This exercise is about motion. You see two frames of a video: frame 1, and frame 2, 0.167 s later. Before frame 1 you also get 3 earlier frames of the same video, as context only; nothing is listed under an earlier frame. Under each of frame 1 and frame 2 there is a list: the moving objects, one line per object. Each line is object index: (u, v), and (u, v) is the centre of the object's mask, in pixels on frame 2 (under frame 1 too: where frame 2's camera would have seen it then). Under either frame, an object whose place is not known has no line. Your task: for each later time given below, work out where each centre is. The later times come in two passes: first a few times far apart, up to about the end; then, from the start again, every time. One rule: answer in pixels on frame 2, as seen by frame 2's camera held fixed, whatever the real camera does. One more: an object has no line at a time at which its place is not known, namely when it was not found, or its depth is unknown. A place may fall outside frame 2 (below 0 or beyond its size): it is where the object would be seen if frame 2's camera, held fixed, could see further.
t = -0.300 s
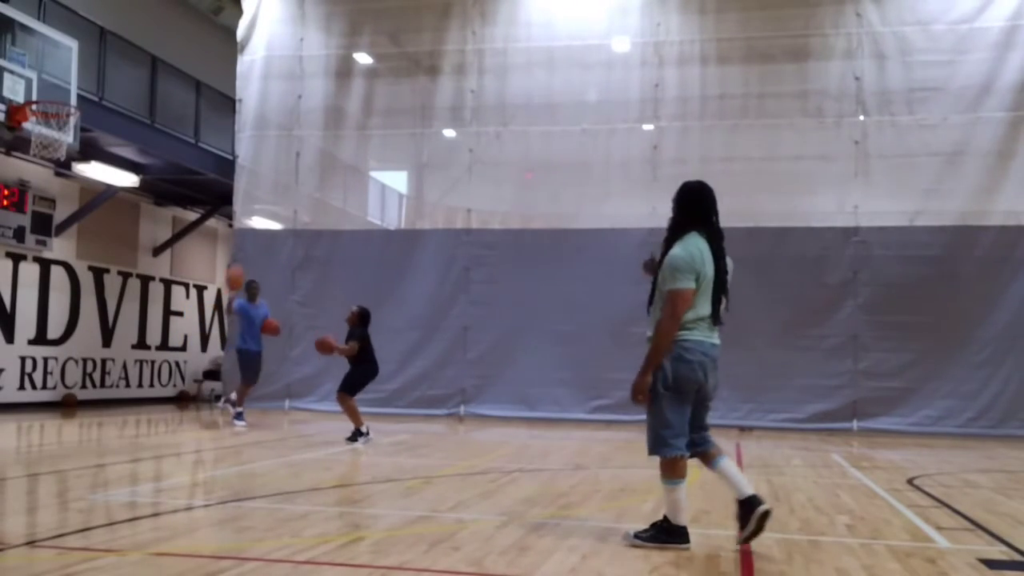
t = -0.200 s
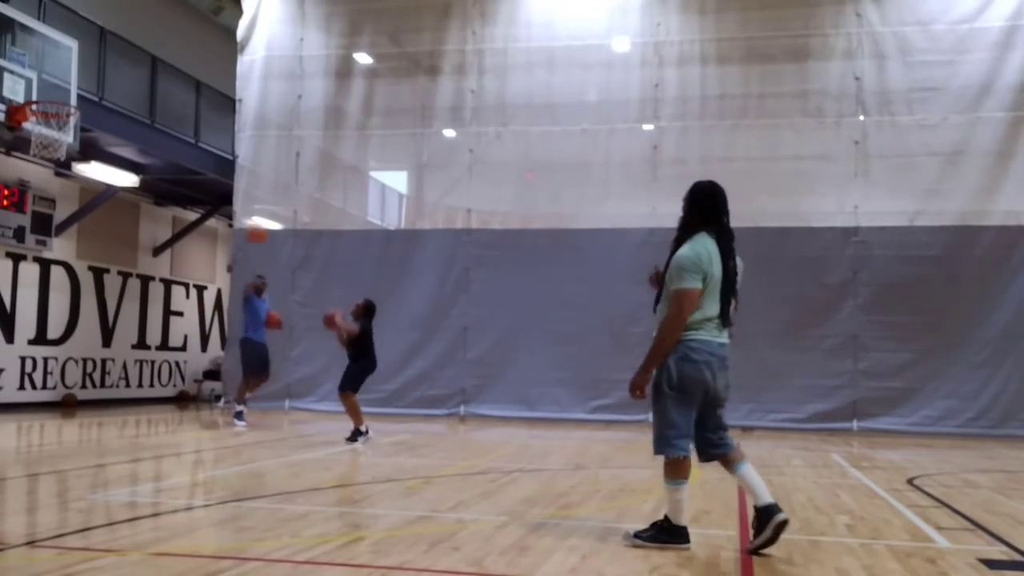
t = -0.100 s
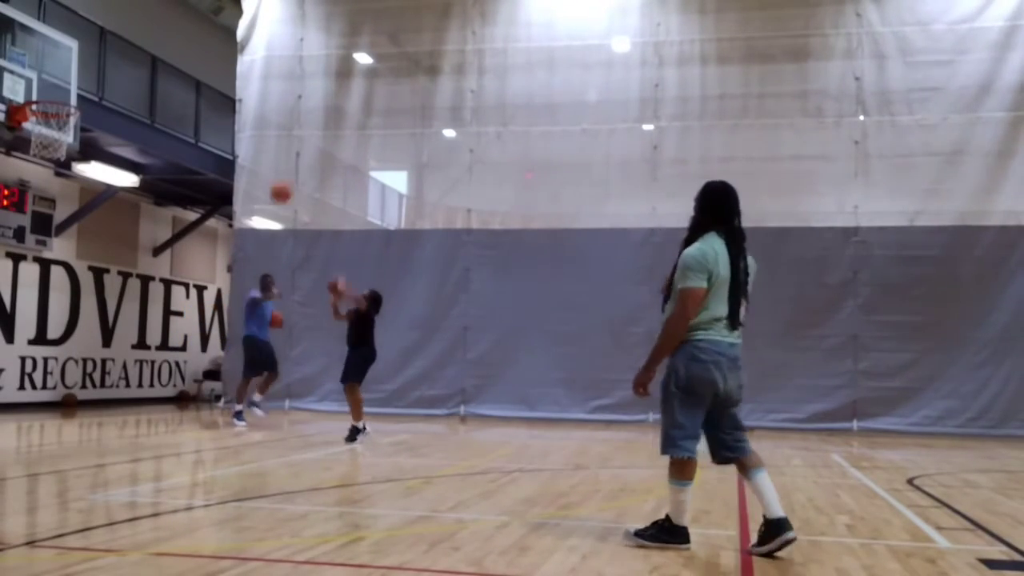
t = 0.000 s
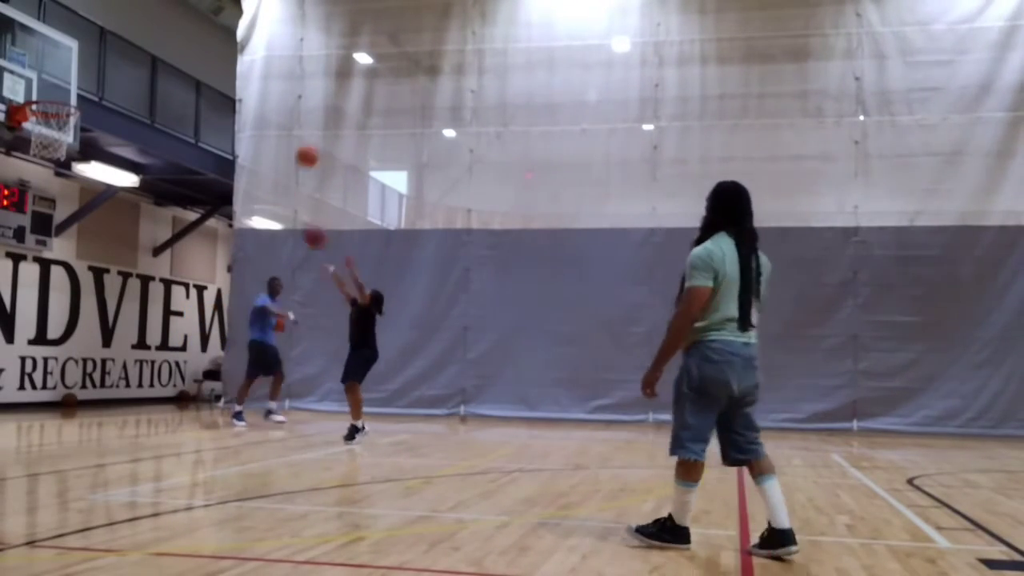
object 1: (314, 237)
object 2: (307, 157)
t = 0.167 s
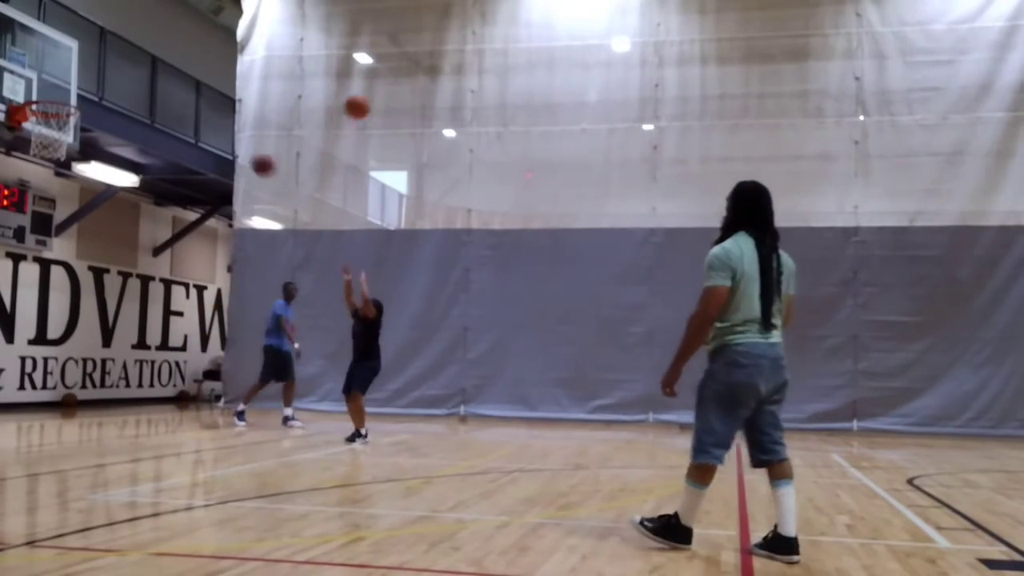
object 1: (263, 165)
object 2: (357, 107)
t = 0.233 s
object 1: (241, 144)
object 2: (378, 93)
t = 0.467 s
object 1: (166, 99)
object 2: (469, 69)
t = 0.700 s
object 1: (96, 103)
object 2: (598, 115)
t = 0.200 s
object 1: (252, 154)
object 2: (367, 100)
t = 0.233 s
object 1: (241, 144)
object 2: (378, 93)
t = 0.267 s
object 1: (230, 135)
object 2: (390, 87)
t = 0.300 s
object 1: (219, 126)
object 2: (402, 81)
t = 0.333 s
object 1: (210, 118)
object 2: (414, 77)
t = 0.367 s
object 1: (199, 112)
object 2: (427, 74)
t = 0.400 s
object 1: (188, 106)
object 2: (440, 71)
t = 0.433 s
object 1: (176, 102)
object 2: (455, 69)
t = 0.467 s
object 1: (166, 99)
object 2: (469, 69)
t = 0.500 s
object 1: (152, 96)
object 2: (485, 71)
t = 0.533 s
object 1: (141, 96)
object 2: (502, 73)
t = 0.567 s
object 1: (128, 96)
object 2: (519, 78)
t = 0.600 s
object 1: (115, 99)
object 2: (537, 84)
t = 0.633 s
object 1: (104, 100)
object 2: (556, 93)
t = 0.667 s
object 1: (91, 104)
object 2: (576, 103)
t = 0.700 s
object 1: (96, 103)
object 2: (598, 115)
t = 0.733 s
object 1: (104, 102)
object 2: (621, 129)
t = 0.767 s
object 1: (113, 101)
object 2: (646, 148)
